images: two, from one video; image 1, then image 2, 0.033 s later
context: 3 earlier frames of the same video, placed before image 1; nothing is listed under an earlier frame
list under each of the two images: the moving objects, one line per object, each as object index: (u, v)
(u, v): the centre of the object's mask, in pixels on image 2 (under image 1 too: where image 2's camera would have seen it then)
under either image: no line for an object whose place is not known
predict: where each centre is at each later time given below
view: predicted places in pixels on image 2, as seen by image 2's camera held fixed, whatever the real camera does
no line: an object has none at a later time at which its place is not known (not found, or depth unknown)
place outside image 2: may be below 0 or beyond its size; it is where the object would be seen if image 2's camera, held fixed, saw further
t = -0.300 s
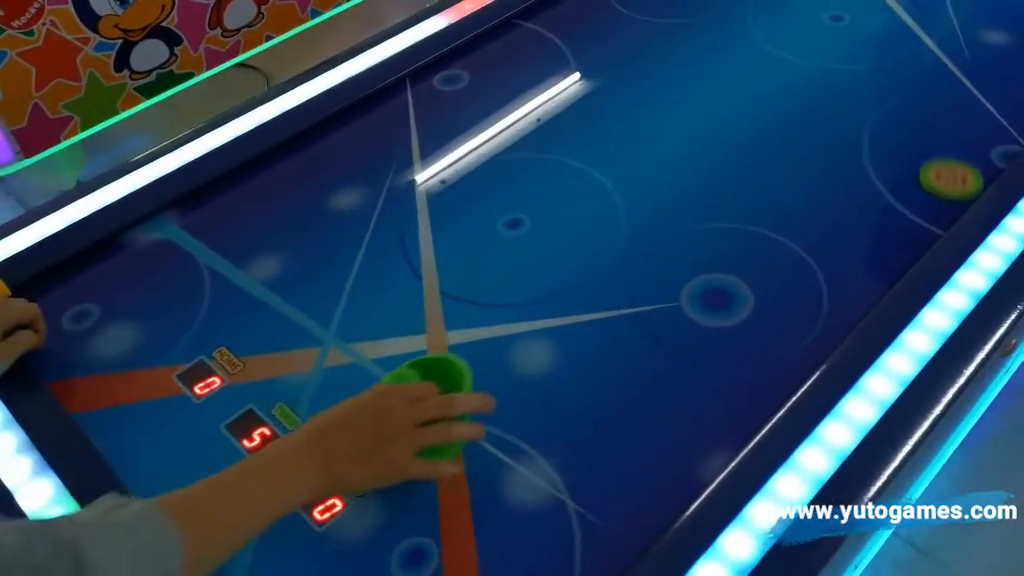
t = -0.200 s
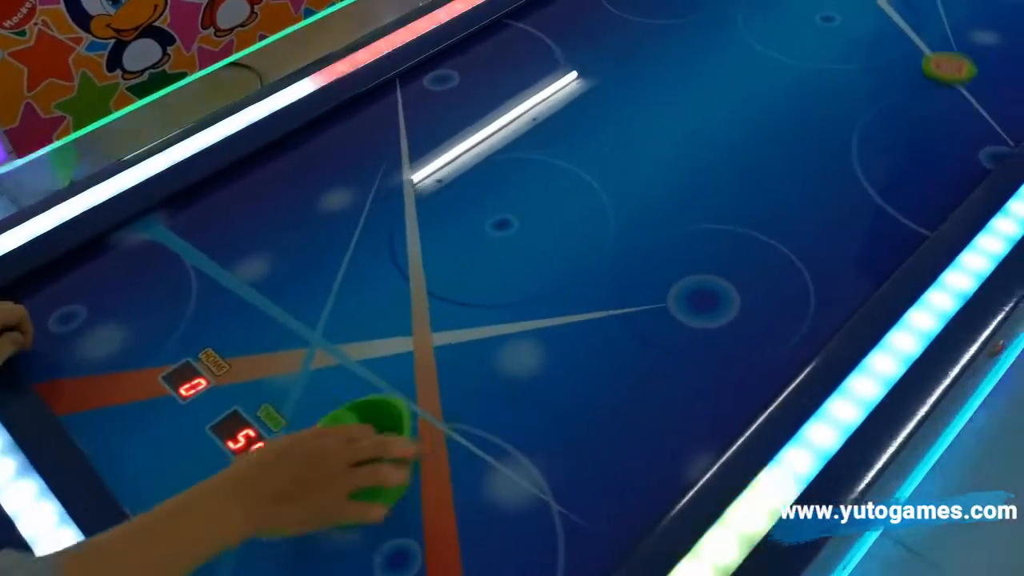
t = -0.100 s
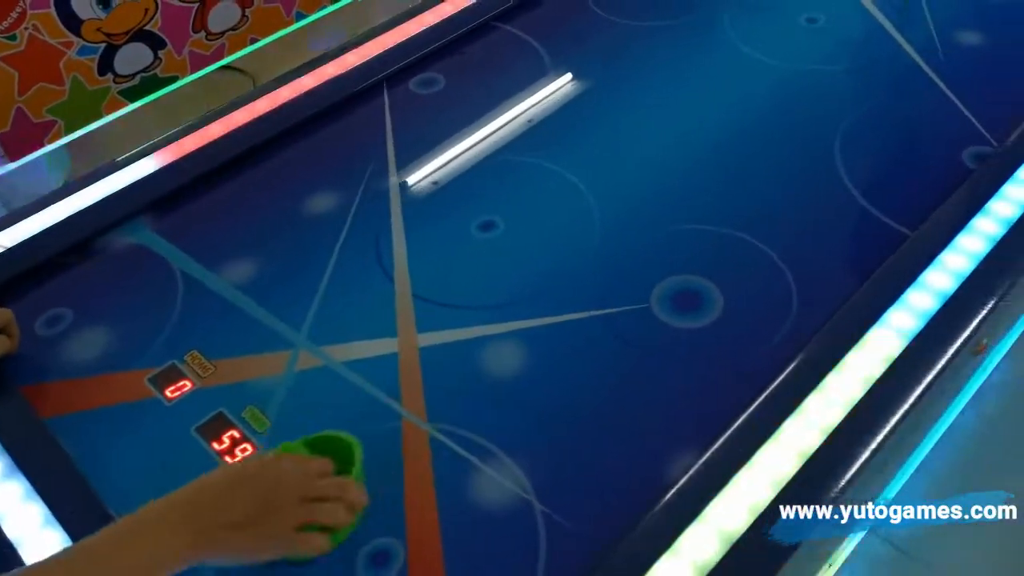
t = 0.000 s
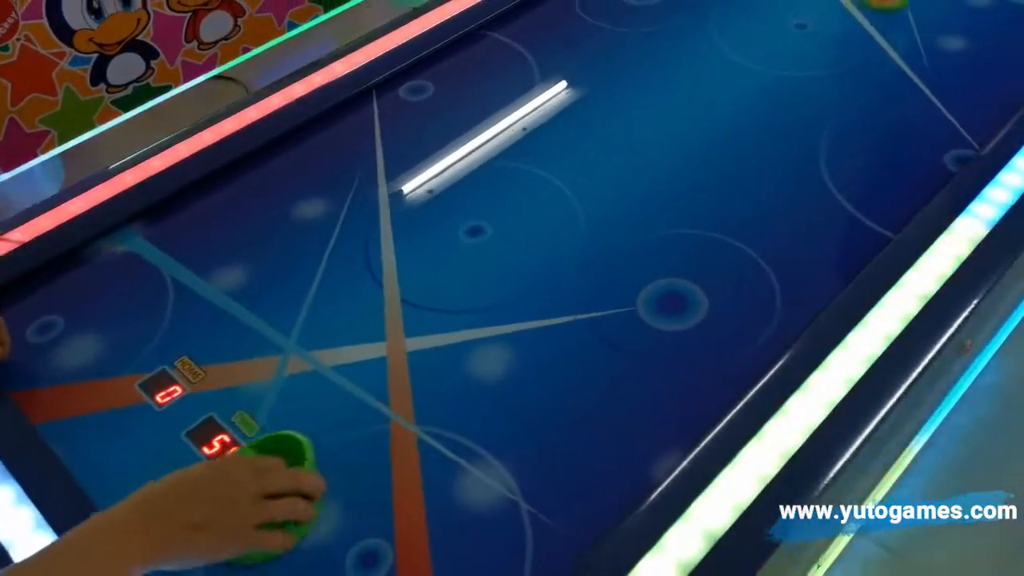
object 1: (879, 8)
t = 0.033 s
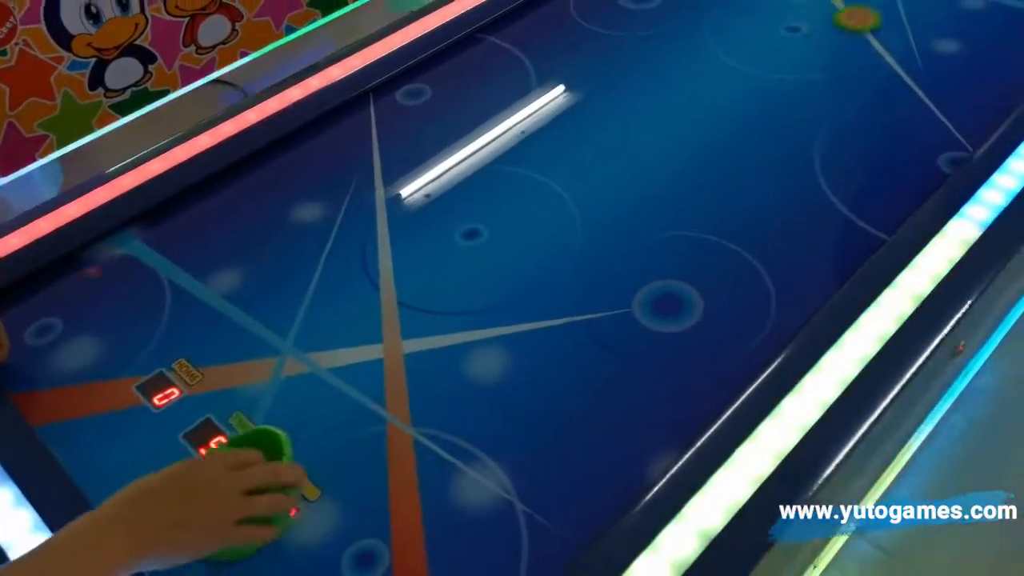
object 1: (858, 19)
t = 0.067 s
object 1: (835, 37)
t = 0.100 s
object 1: (810, 56)
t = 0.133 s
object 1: (786, 76)
